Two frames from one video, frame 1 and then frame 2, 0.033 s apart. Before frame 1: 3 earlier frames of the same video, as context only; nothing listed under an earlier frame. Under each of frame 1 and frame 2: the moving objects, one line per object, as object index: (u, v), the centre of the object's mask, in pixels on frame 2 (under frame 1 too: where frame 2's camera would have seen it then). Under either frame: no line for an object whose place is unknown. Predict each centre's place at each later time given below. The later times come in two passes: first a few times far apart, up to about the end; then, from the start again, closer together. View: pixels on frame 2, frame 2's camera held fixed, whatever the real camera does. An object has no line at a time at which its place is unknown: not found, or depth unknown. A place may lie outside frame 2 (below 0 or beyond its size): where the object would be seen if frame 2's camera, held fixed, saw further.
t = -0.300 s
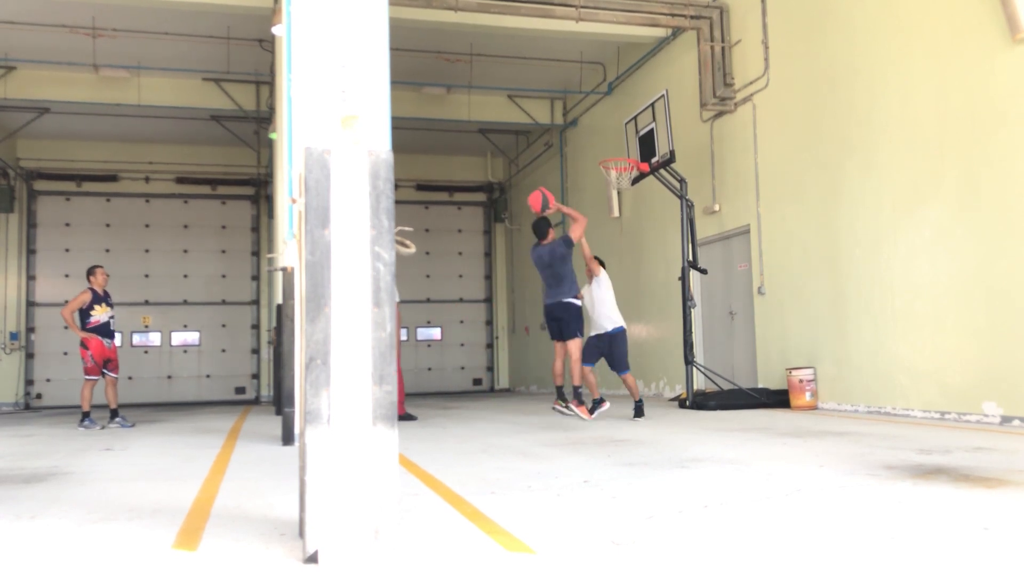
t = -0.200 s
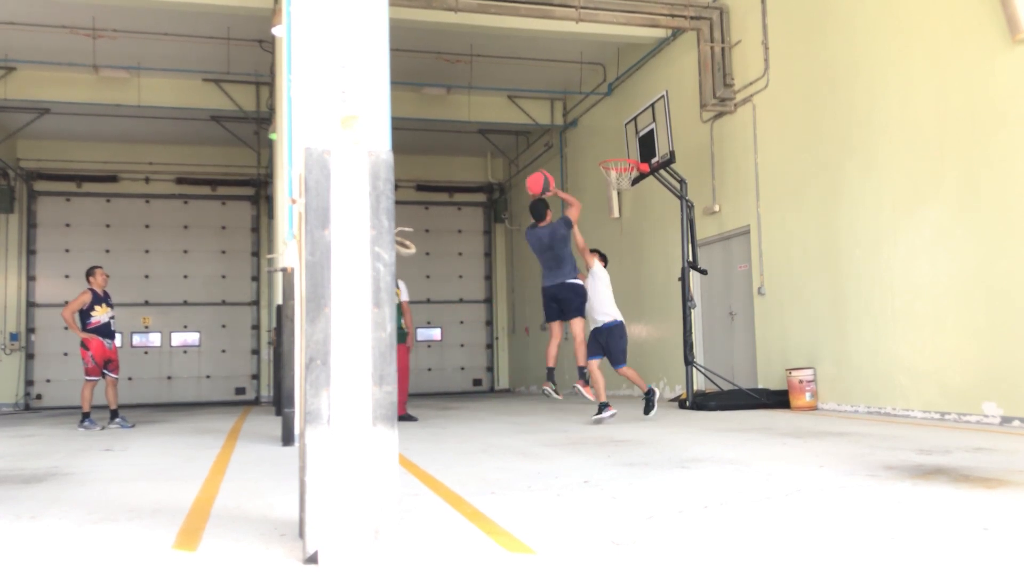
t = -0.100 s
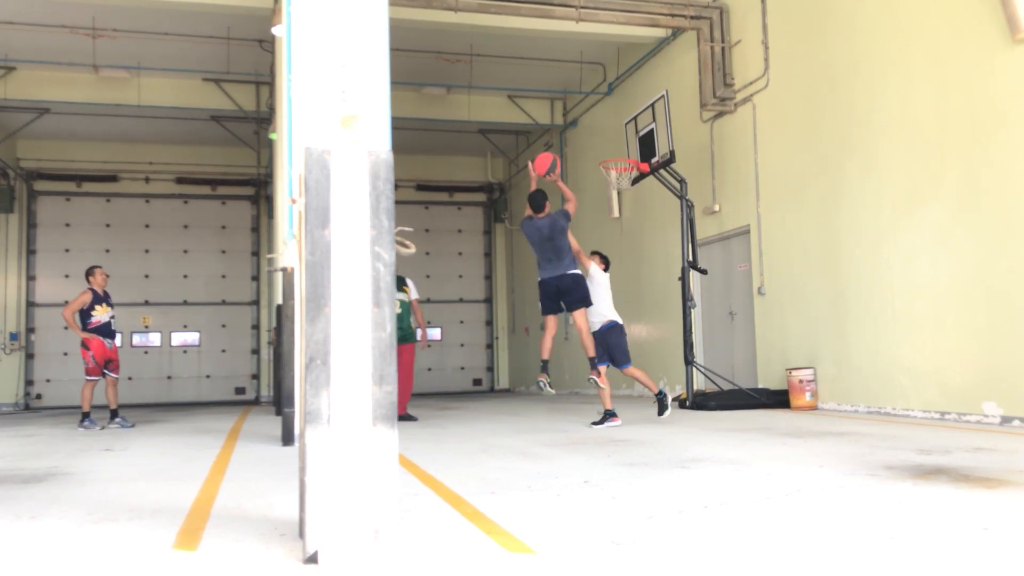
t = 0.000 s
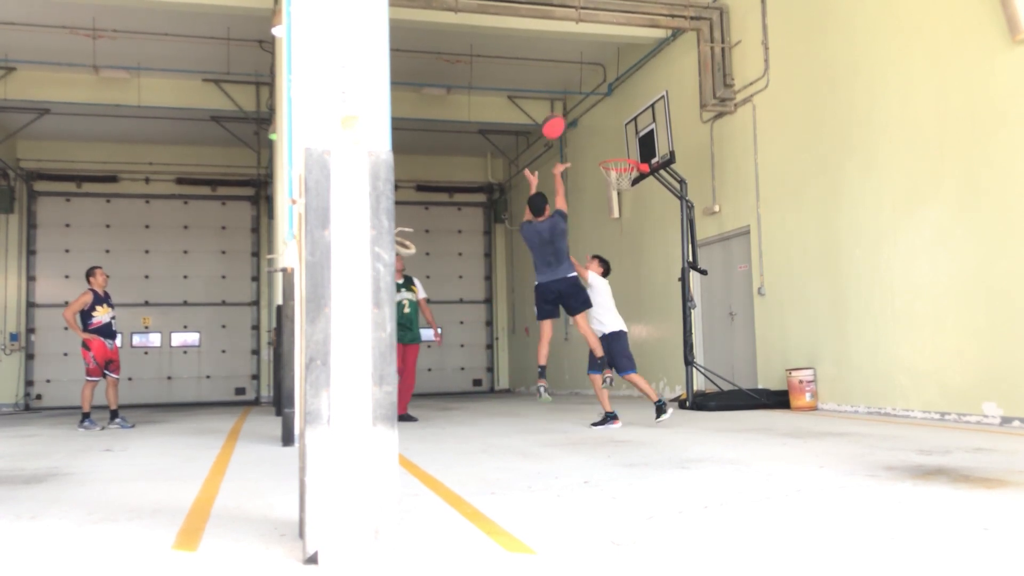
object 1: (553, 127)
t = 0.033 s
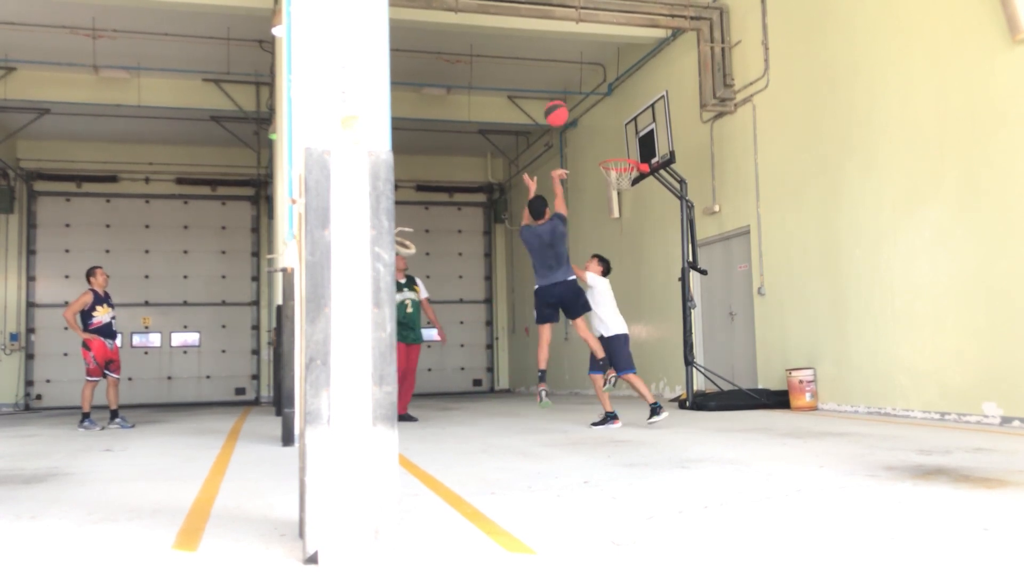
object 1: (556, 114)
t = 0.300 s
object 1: (575, 57)
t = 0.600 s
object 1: (594, 75)
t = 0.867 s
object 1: (609, 147)
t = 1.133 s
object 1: (630, 142)
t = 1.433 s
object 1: (631, 157)
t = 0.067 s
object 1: (559, 102)
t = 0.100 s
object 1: (561, 92)
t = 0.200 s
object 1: (568, 69)
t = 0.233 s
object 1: (570, 63)
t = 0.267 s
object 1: (573, 59)
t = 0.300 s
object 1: (575, 57)
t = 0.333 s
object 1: (577, 55)
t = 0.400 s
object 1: (581, 54)
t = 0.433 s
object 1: (583, 56)
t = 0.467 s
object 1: (585, 58)
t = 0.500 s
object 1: (587, 61)
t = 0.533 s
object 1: (589, 65)
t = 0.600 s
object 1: (594, 75)
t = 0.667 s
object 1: (597, 88)
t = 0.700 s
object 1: (600, 96)
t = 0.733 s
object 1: (602, 105)
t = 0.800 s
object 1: (606, 125)
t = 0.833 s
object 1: (608, 136)
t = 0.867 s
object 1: (609, 147)
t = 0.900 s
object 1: (610, 158)
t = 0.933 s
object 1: (616, 157)
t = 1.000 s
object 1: (630, 154)
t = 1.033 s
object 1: (631, 152)
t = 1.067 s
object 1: (631, 149)
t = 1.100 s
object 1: (631, 145)
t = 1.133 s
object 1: (630, 142)
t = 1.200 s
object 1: (630, 139)
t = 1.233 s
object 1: (630, 139)
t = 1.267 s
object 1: (630, 139)
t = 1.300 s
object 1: (630, 141)
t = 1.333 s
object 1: (630, 143)
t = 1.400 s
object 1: (631, 152)
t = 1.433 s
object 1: (631, 157)
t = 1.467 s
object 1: (631, 163)
